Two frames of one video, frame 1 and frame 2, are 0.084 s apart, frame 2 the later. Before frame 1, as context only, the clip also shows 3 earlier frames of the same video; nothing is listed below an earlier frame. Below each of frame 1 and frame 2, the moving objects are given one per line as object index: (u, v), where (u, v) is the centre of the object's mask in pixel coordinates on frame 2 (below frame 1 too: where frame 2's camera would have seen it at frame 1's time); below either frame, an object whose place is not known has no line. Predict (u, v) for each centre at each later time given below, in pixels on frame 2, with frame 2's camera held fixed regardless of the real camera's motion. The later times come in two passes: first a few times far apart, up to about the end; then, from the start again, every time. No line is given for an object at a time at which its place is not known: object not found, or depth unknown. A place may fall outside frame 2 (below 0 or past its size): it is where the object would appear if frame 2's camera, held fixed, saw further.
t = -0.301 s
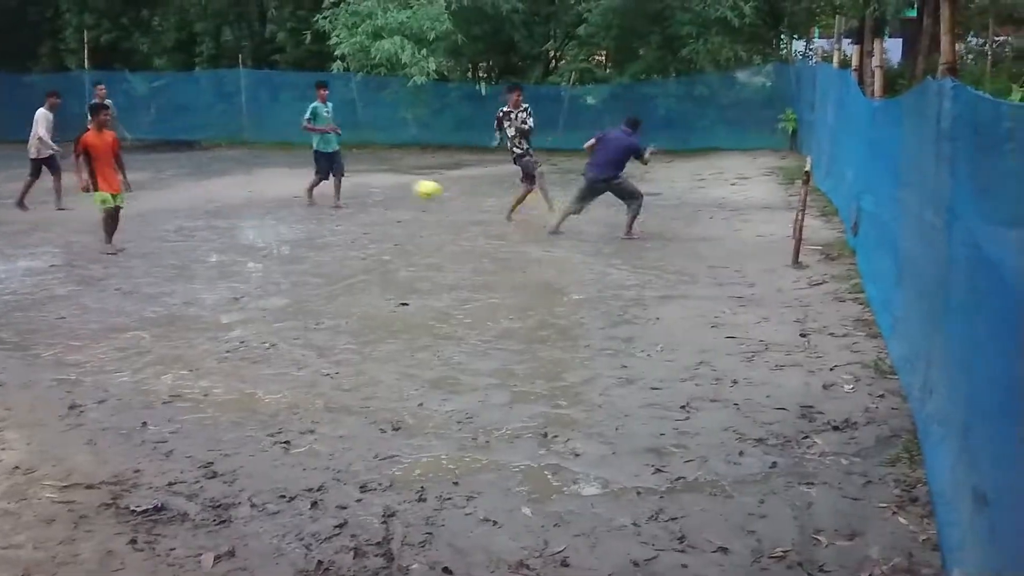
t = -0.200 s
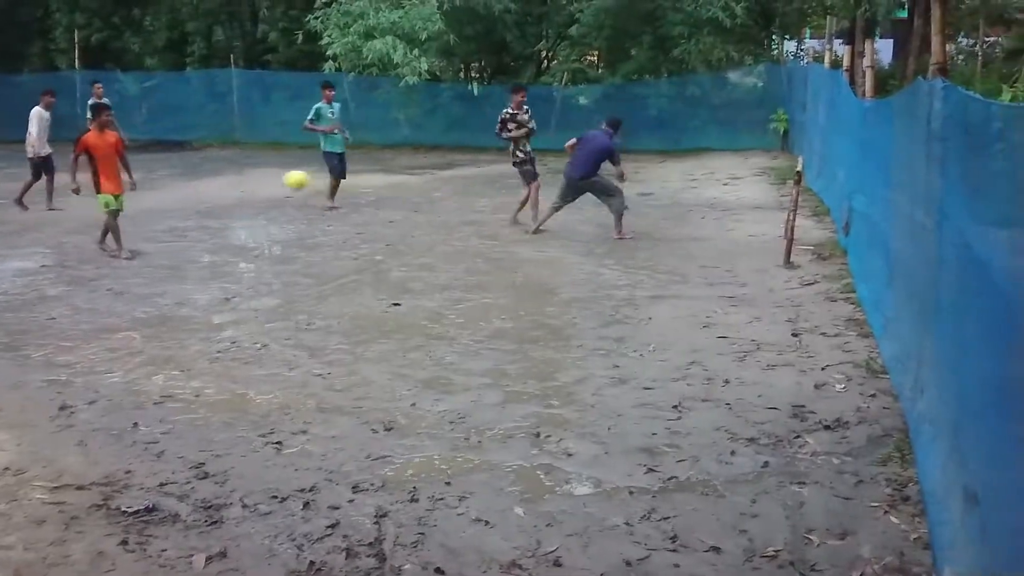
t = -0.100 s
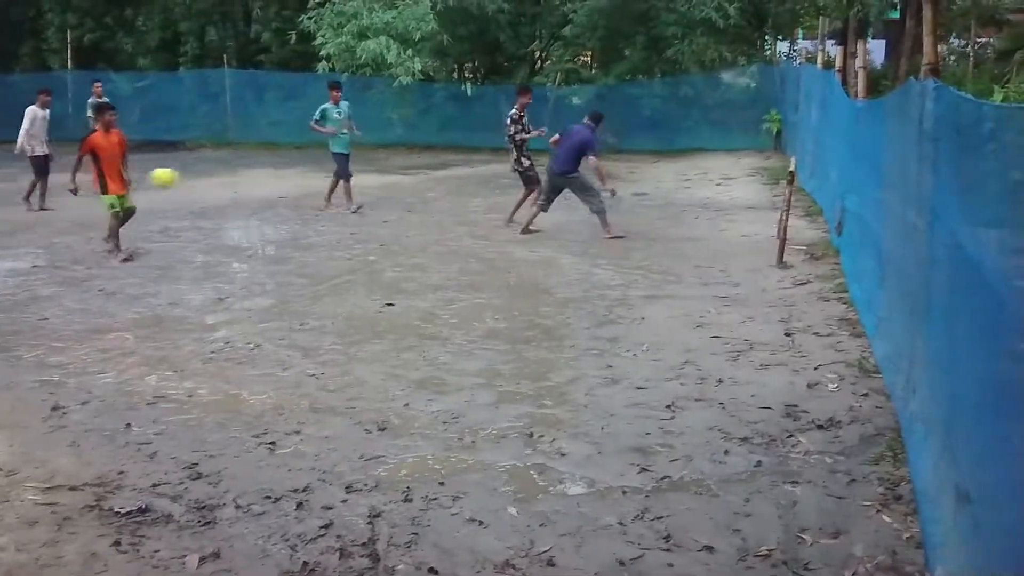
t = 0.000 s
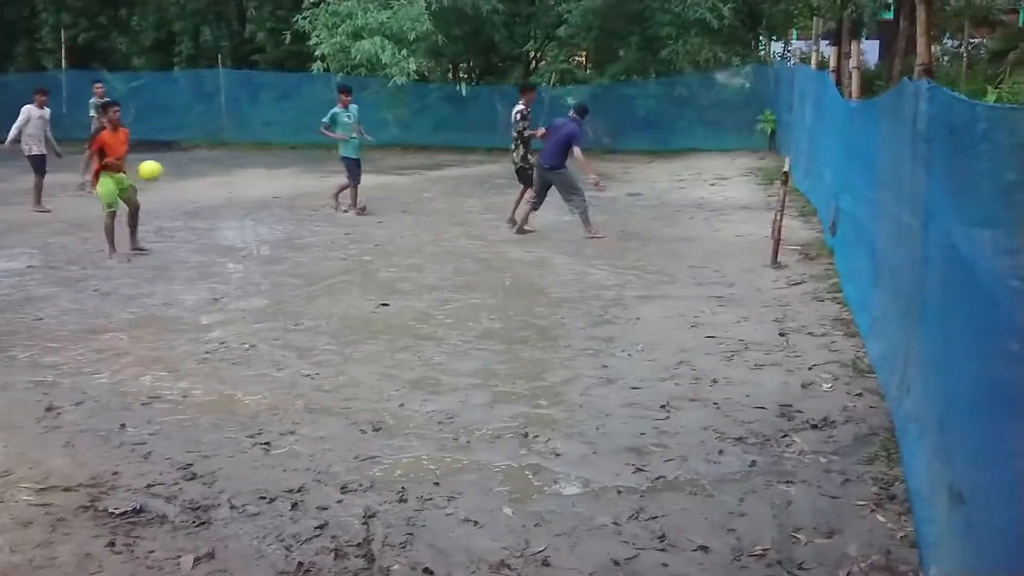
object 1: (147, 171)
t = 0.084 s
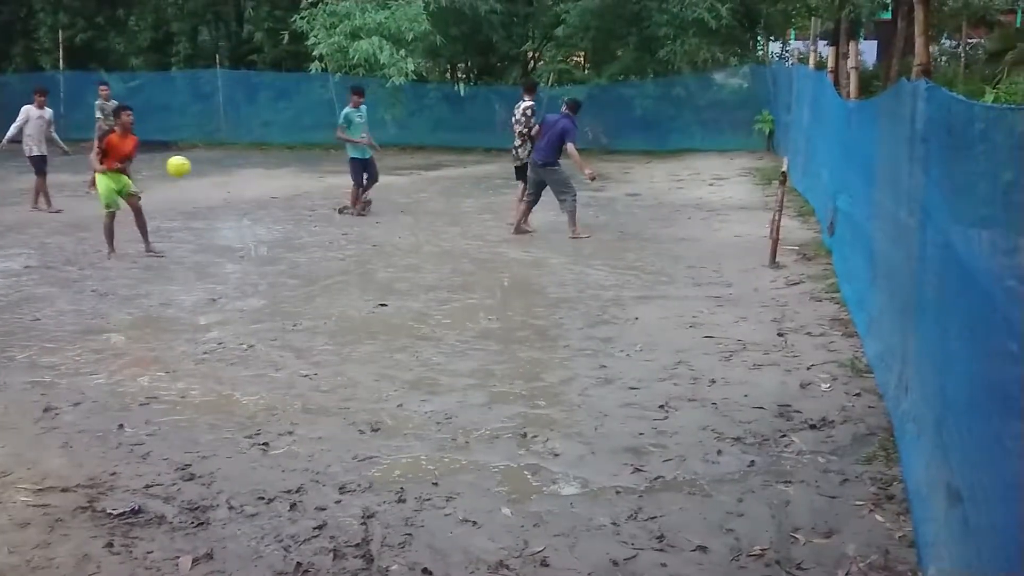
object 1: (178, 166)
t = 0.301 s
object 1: (262, 187)
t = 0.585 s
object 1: (364, 244)
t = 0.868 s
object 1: (437, 253)
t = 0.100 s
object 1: (185, 166)
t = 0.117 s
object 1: (191, 167)
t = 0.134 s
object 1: (196, 166)
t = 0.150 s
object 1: (203, 167)
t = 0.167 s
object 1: (210, 168)
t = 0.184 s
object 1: (216, 170)
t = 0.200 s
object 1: (223, 171)
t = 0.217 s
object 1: (230, 173)
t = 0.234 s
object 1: (235, 176)
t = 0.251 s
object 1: (242, 178)
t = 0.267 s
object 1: (248, 181)
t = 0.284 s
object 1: (256, 184)
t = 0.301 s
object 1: (262, 187)
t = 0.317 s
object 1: (268, 190)
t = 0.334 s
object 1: (274, 194)
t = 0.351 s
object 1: (281, 198)
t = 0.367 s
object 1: (287, 203)
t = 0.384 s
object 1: (294, 207)
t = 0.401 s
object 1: (301, 212)
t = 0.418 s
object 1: (307, 217)
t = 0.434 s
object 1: (314, 222)
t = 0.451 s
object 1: (321, 228)
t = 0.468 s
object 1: (327, 234)
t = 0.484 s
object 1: (334, 240)
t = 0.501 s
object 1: (340, 248)
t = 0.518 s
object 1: (346, 250)
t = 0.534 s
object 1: (351, 249)
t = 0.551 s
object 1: (355, 248)
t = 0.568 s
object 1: (360, 245)
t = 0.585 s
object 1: (364, 244)
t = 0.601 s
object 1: (368, 243)
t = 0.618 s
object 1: (373, 242)
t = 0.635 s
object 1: (377, 242)
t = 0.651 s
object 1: (383, 241)
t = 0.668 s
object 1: (386, 241)
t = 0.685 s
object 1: (390, 242)
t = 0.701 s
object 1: (394, 242)
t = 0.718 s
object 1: (399, 243)
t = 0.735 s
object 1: (403, 244)
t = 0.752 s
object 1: (407, 246)
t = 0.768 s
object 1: (412, 248)
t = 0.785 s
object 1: (416, 249)
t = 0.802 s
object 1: (420, 252)
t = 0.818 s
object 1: (425, 252)
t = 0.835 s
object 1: (430, 253)
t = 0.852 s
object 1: (434, 253)
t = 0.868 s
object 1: (437, 253)
